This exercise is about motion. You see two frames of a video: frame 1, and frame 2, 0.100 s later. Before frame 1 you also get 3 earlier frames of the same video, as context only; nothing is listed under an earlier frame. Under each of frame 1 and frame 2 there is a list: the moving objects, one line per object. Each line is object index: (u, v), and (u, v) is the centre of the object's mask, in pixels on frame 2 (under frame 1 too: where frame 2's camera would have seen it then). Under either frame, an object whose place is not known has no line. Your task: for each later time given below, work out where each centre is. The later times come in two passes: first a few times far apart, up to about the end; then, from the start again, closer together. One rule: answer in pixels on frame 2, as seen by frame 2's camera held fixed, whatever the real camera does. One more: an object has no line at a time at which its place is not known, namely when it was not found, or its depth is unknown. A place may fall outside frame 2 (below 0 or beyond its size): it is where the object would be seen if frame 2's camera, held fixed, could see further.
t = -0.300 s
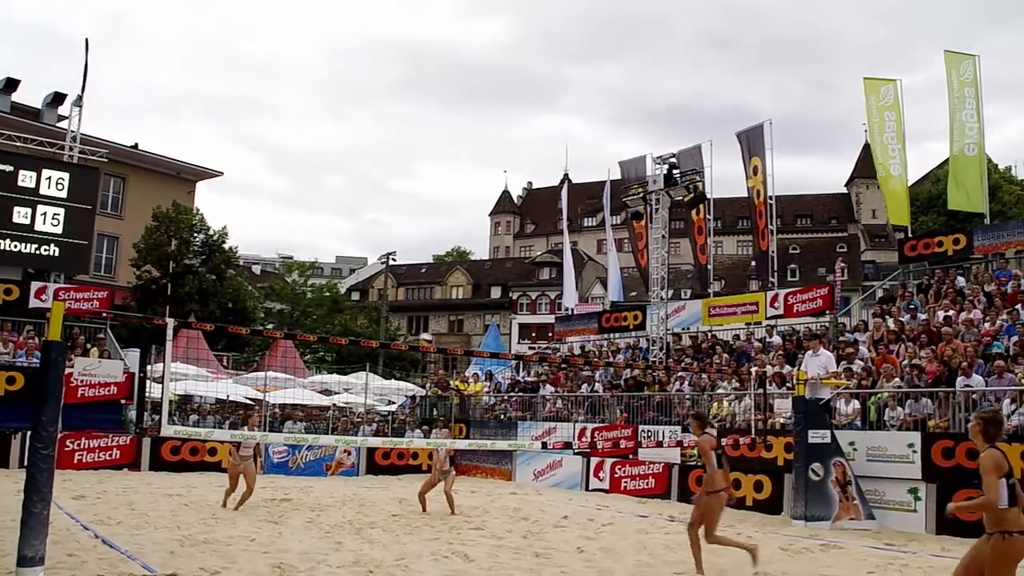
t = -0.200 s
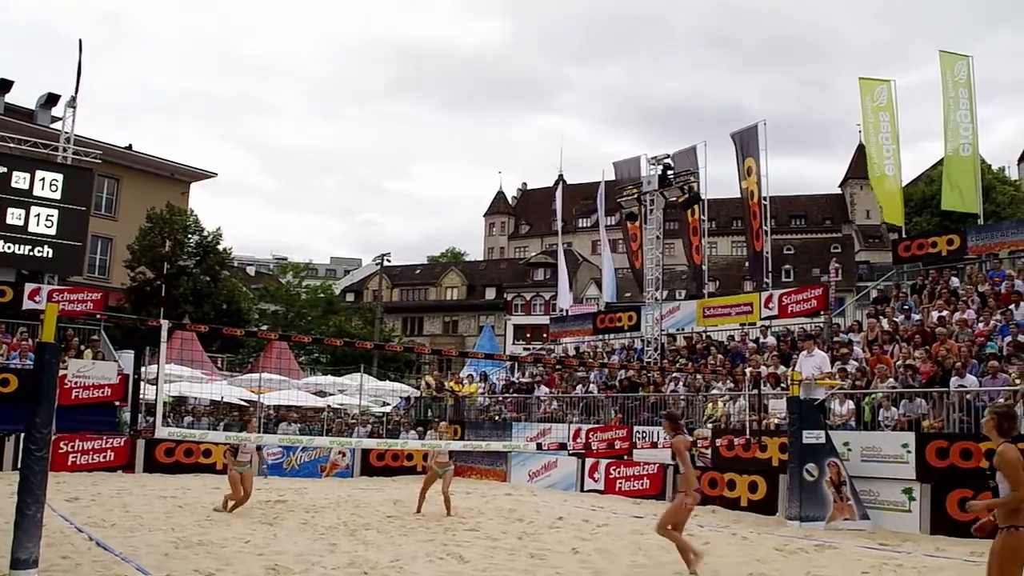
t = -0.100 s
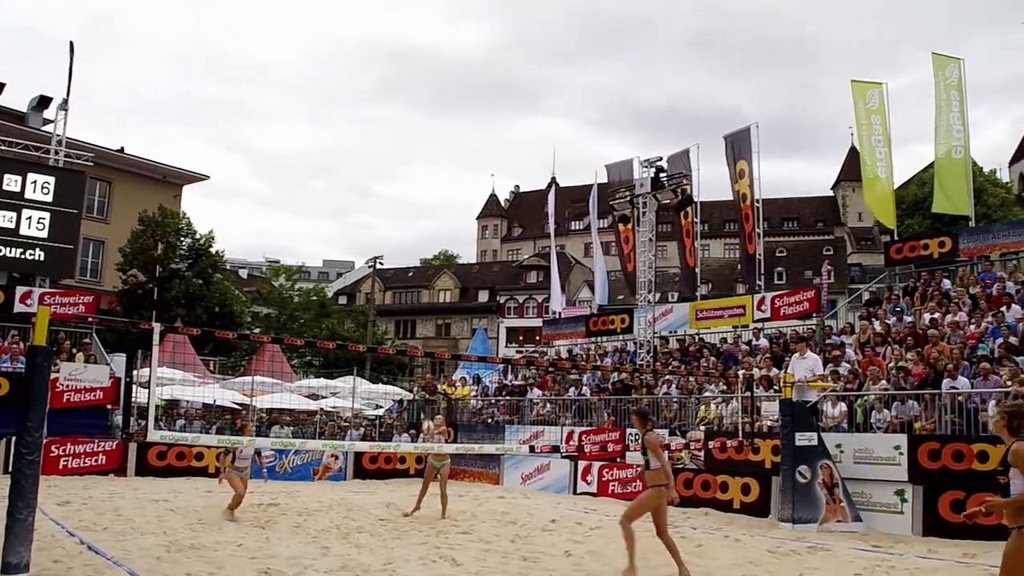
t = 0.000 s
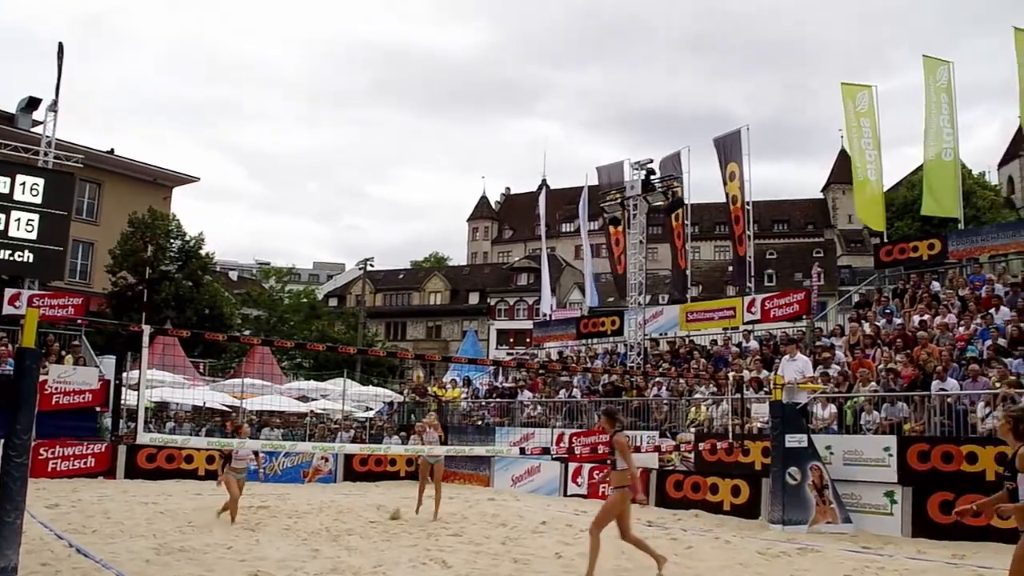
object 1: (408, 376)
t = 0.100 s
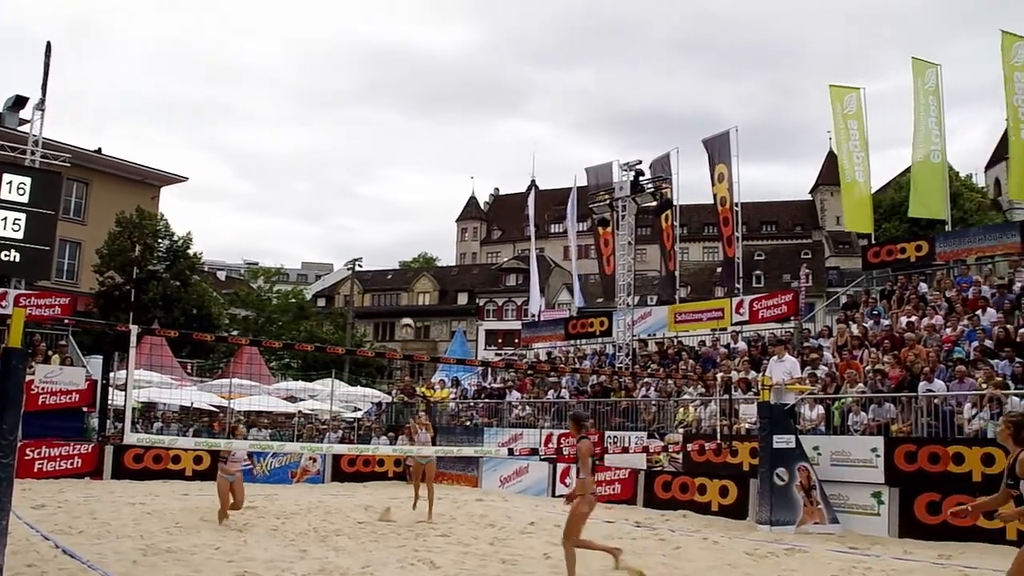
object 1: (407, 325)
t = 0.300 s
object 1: (404, 248)
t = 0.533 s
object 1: (402, 190)
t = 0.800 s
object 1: (397, 167)
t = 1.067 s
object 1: (388, 194)
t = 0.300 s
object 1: (404, 248)
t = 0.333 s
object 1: (404, 237)
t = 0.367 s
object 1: (404, 227)
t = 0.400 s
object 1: (403, 217)
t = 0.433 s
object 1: (403, 209)
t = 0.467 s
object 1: (403, 202)
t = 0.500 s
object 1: (402, 195)
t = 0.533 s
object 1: (402, 190)
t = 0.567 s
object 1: (401, 184)
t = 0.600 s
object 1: (401, 179)
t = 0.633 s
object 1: (401, 175)
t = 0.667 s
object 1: (400, 172)
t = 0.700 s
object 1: (399, 169)
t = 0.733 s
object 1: (398, 168)
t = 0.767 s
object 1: (398, 167)
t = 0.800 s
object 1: (397, 167)
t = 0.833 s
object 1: (396, 167)
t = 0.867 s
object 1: (395, 168)
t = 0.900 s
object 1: (394, 171)
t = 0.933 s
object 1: (393, 174)
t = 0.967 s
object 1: (392, 178)
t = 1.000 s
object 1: (391, 182)
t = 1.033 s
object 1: (389, 188)
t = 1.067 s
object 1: (388, 194)
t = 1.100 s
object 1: (386, 201)
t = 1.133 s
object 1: (385, 210)
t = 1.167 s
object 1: (383, 219)
